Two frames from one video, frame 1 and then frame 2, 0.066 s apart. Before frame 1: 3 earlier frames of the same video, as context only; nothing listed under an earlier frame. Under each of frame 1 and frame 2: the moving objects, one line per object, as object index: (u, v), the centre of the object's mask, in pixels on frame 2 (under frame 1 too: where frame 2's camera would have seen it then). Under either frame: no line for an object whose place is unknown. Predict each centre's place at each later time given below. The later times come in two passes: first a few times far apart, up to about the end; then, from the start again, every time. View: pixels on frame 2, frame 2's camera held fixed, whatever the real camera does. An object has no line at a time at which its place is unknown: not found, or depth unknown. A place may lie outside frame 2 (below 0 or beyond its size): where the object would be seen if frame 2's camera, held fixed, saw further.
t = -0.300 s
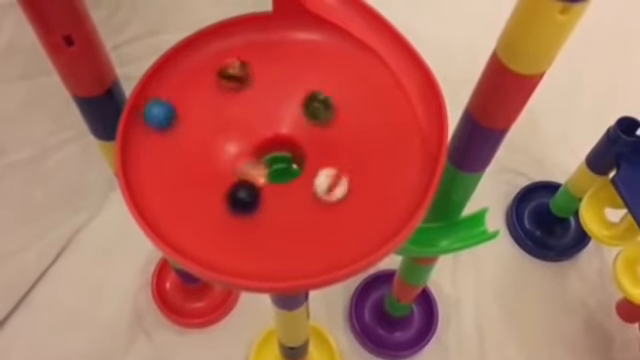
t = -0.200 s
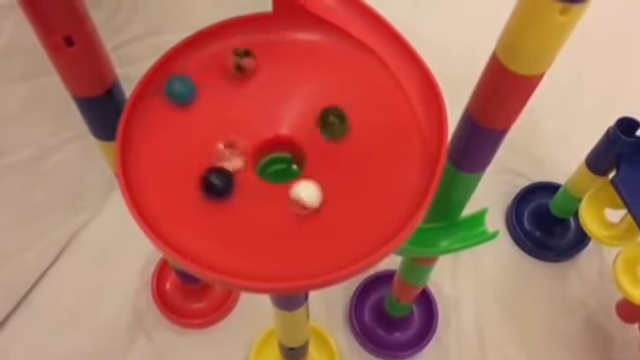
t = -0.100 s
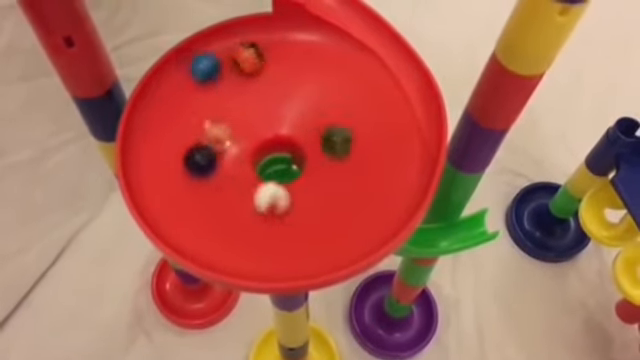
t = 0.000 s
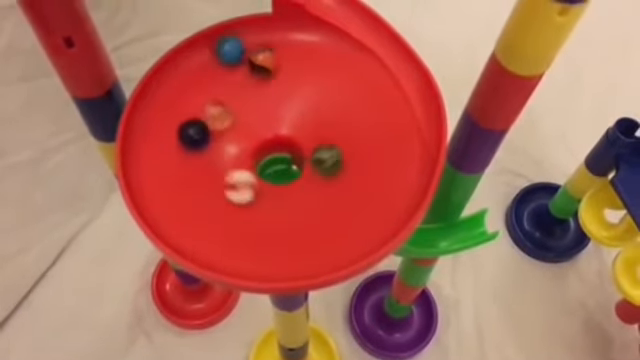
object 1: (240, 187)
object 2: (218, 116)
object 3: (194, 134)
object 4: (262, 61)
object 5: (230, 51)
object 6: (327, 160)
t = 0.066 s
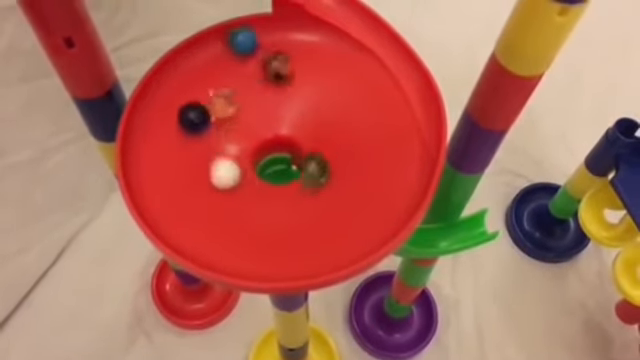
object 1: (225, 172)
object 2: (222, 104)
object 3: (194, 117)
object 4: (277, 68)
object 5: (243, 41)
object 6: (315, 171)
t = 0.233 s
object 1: (205, 124)
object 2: (245, 86)
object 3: (209, 84)
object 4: (309, 98)
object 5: (279, 43)
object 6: (262, 175)
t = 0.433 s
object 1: (211, 74)
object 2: (285, 87)
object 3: (246, 62)
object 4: (320, 159)
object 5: (321, 70)
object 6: (222, 132)
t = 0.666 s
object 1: (241, 42)
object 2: (311, 131)
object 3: (297, 69)
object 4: (265, 199)
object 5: (346, 132)
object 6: (225, 92)
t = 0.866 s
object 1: (273, 37)
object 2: (280, 177)
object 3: (328, 108)
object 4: (218, 183)
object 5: (319, 187)
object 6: (252, 83)
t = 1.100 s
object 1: (307, 60)
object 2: (224, 170)
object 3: (312, 173)
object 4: (204, 130)
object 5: (241, 201)
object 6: (295, 114)
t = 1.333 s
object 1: (320, 121)
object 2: (214, 134)
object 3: (239, 188)
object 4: (241, 88)
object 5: (188, 157)
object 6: (299, 175)
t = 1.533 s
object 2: (252, 109)
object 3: (198, 157)
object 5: (182, 107)
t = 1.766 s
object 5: (211, 60)
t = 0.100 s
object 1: (217, 162)
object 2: (226, 98)
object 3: (195, 110)
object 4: (286, 73)
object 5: (250, 38)
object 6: (306, 174)
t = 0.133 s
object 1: (211, 153)
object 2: (230, 94)
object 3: (197, 103)
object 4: (291, 78)
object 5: (257, 38)
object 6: (297, 178)
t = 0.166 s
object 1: (207, 144)
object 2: (235, 93)
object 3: (201, 96)
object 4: (297, 83)
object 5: (264, 39)
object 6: (283, 175)
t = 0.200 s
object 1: (204, 135)
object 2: (239, 88)
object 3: (204, 90)
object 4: (305, 91)
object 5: (272, 41)
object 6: (273, 174)
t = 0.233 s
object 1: (205, 124)
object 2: (245, 86)
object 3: (209, 84)
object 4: (309, 98)
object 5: (279, 43)
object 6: (262, 175)
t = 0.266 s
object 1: (202, 115)
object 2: (251, 84)
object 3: (214, 79)
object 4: (315, 106)
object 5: (286, 45)
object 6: (252, 170)
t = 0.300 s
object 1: (202, 107)
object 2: (258, 83)
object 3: (220, 73)
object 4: (318, 117)
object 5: (294, 49)
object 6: (242, 163)
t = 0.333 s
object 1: (203, 99)
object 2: (265, 82)
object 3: (226, 70)
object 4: (321, 127)
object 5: (302, 54)
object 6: (236, 155)
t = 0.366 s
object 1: (205, 89)
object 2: (271, 84)
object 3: (232, 66)
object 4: (322, 139)
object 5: (308, 58)
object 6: (230, 148)
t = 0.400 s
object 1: (208, 80)
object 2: (278, 85)
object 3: (239, 64)
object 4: (322, 148)
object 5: (315, 64)
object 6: (226, 140)
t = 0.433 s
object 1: (211, 74)
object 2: (285, 87)
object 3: (246, 62)
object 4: (320, 159)
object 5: (321, 70)
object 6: (222, 132)
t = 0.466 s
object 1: (215, 68)
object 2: (292, 92)
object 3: (254, 61)
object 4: (318, 171)
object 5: (327, 77)
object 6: (220, 125)
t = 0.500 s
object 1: (219, 63)
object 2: (297, 96)
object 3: (261, 60)
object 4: (309, 176)
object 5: (331, 85)
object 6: (218, 118)
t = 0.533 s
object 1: (223, 57)
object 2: (305, 102)
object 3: (269, 60)
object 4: (303, 183)
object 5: (335, 94)
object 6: (218, 111)
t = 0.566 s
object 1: (230, 53)
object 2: (310, 108)
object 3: (276, 61)
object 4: (295, 189)
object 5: (339, 103)
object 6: (219, 106)
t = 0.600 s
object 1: (232, 49)
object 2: (310, 116)
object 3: (283, 63)
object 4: (285, 194)
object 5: (343, 112)
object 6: (220, 100)
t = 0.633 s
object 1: (237, 45)
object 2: (312, 122)
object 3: (291, 66)
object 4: (274, 198)
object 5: (345, 122)
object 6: (222, 96)
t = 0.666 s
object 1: (241, 42)
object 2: (311, 131)
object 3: (297, 69)
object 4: (265, 199)
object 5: (346, 132)
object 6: (225, 92)
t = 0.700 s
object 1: (245, 40)
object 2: (310, 144)
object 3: (304, 74)
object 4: (254, 199)
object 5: (345, 142)
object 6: (228, 89)
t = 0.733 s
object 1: (250, 37)
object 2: (307, 153)
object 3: (310, 79)
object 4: (246, 198)
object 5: (343, 152)
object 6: (233, 87)
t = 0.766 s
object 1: (256, 36)
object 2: (302, 160)
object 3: (315, 85)
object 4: (239, 196)
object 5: (339, 162)
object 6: (237, 84)
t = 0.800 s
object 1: (262, 36)
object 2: (296, 167)
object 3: (321, 92)
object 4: (231, 192)
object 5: (334, 171)
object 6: (242, 83)
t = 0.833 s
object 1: (268, 36)
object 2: (289, 173)
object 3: (325, 100)
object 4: (224, 189)
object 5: (327, 180)
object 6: (248, 83)
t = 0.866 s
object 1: (273, 37)
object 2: (280, 177)
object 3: (328, 108)
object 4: (218, 183)
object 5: (319, 187)
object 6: (252, 83)
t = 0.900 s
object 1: (278, 38)
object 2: (271, 179)
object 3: (330, 116)
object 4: (212, 177)
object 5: (309, 193)
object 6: (258, 84)
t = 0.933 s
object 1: (283, 41)
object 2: (260, 180)
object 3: (331, 126)
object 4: (208, 170)
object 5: (298, 198)
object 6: (265, 86)
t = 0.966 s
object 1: (288, 44)
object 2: (251, 180)
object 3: (331, 136)
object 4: (204, 161)
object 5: (287, 202)
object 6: (271, 91)
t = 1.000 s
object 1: (293, 48)
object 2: (242, 179)
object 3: (328, 146)
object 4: (203, 154)
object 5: (276, 204)
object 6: (278, 95)
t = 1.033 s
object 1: (298, 54)
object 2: (236, 178)
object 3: (324, 156)
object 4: (202, 147)
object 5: (264, 204)
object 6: (284, 100)
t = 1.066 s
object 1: (302, 55)
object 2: (230, 175)
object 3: (319, 164)
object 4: (202, 140)
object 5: (253, 203)
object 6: (289, 106)
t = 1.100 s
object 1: (307, 60)
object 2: (224, 170)
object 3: (312, 173)
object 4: (204, 130)
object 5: (241, 201)
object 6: (295, 114)
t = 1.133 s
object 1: (310, 65)
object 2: (218, 165)
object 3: (304, 180)
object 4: (207, 123)
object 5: (230, 196)
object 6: (300, 122)
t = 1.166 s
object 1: (314, 72)
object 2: (214, 160)
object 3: (294, 187)
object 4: (211, 117)
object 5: (221, 192)
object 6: (304, 131)
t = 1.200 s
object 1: (318, 81)
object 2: (213, 155)
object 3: (283, 190)
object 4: (216, 108)
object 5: (212, 187)
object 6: (307, 142)
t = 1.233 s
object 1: (321, 90)
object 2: (212, 151)
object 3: (272, 191)
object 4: (222, 102)
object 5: (204, 180)
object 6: (307, 150)
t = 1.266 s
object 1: (322, 99)
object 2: (211, 146)
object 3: (260, 192)
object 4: (226, 97)
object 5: (198, 173)
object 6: (306, 160)
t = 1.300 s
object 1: (322, 109)
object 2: (212, 140)
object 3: (250, 191)
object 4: (234, 91)
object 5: (192, 166)
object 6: (303, 168)
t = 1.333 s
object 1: (320, 121)
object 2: (214, 134)
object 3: (239, 188)
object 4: (241, 88)
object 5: (188, 157)
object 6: (299, 175)
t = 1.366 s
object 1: (320, 132)
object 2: (219, 128)
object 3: (230, 185)
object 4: (249, 86)
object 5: (183, 149)
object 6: (293, 181)
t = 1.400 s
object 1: (317, 143)
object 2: (223, 123)
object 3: (221, 181)
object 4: (258, 79)
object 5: (181, 140)
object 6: (286, 184)
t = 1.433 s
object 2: (229, 119)
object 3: (214, 176)
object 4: (267, 77)
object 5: (180, 131)
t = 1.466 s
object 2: (236, 115)
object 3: (207, 170)
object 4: (274, 76)
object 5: (180, 122)
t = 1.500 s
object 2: (243, 111)
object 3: (202, 164)
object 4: (282, 76)
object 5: (180, 114)
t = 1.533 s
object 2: (252, 109)
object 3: (198, 157)
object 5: (182, 107)
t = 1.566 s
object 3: (195, 150)
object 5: (184, 98)
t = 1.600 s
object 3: (193, 143)
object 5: (187, 91)
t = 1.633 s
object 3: (192, 135)
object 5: (191, 84)
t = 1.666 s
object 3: (193, 128)
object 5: (195, 77)
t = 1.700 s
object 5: (200, 71)
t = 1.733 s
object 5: (206, 65)
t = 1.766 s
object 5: (211, 60)
